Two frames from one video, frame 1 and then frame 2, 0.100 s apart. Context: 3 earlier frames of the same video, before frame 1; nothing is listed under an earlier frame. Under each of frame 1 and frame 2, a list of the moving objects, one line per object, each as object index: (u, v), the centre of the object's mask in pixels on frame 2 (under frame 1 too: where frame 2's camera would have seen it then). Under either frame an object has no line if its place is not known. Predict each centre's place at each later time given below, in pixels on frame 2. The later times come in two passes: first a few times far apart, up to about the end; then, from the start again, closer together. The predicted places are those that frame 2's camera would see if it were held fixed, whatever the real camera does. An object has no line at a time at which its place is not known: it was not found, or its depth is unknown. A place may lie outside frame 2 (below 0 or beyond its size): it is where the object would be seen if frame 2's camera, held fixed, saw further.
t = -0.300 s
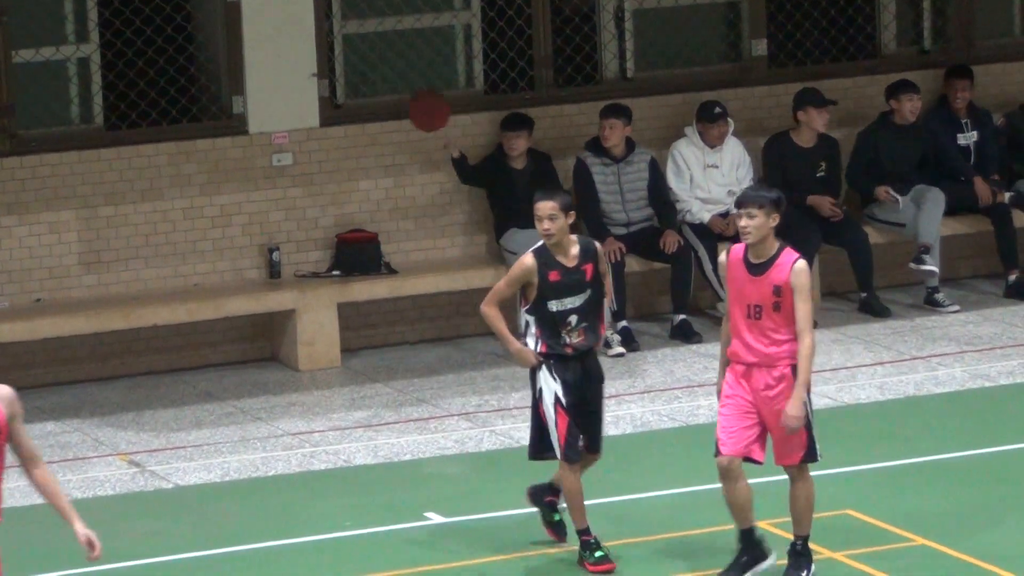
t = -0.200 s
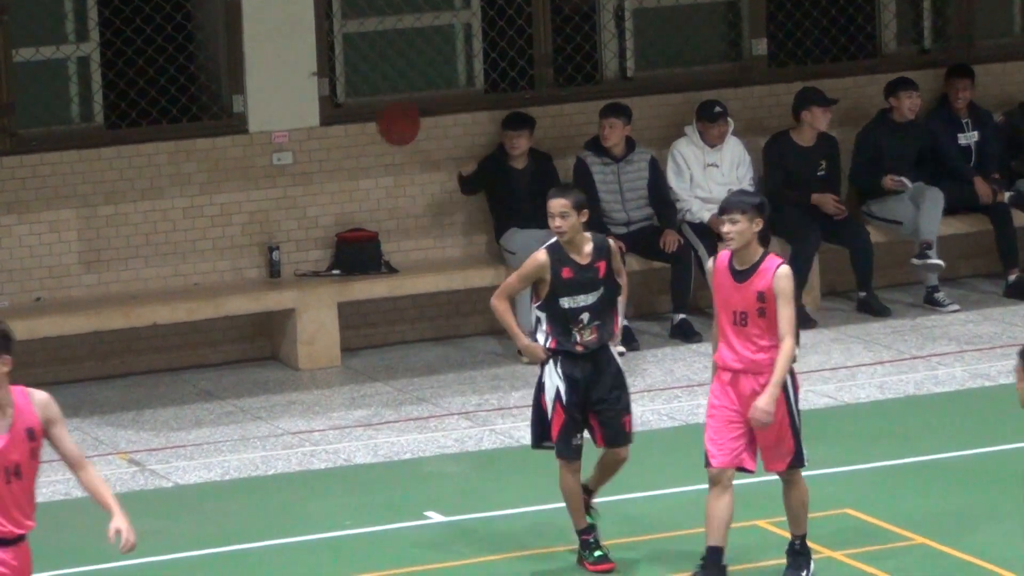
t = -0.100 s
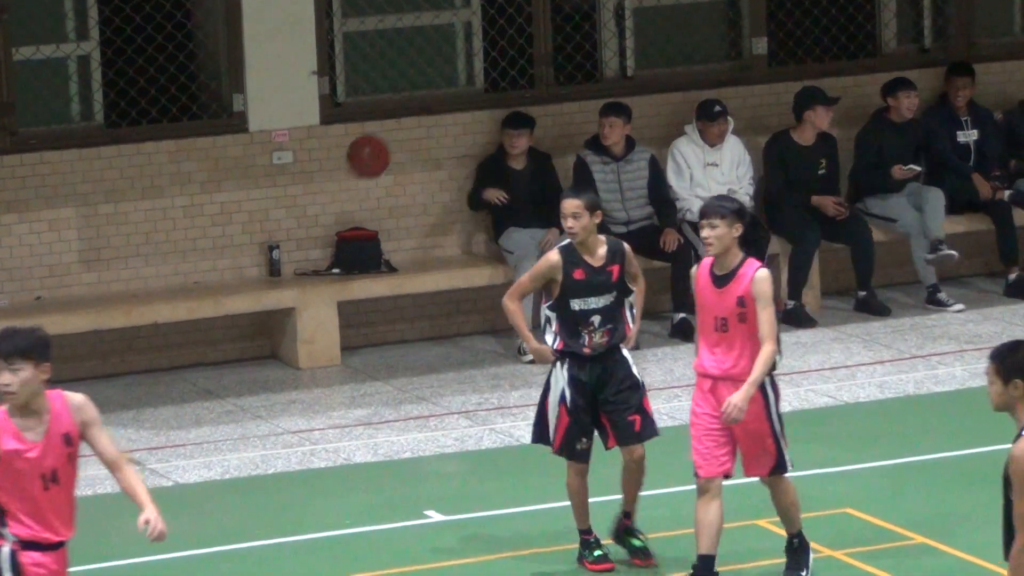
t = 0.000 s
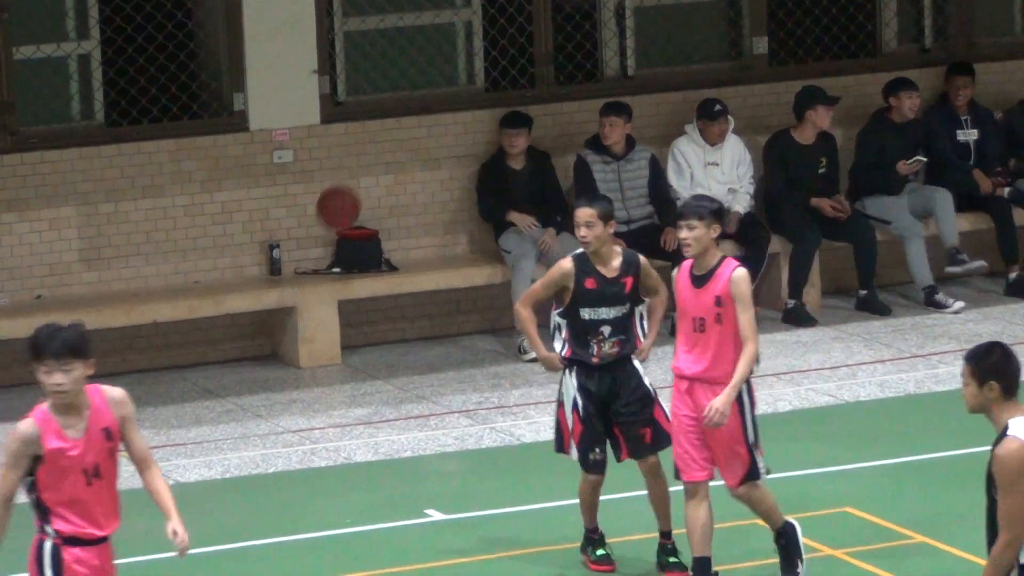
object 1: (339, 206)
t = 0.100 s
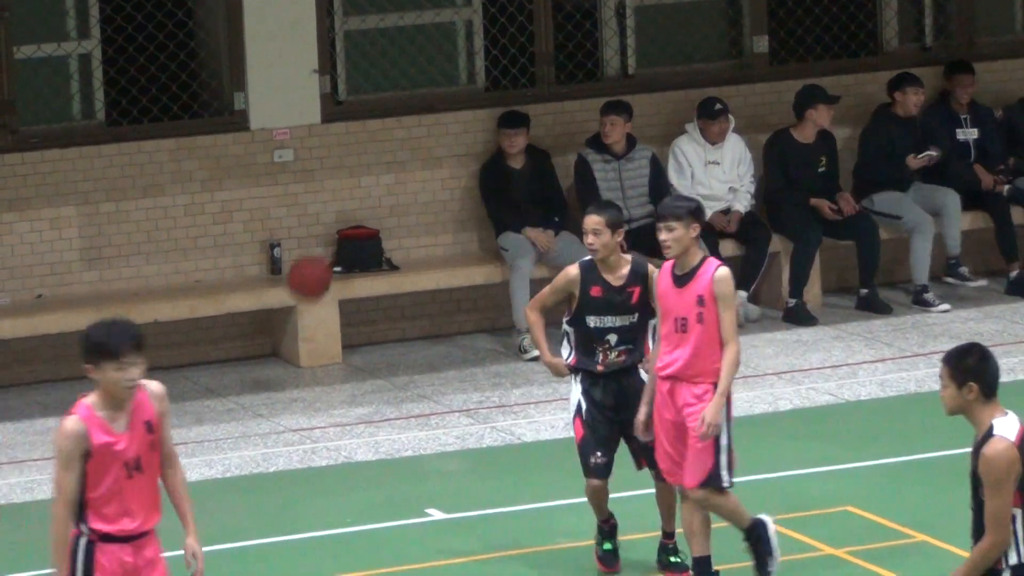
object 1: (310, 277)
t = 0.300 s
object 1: (266, 351)
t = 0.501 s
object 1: (218, 268)
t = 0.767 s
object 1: (172, 256)
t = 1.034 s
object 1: (133, 381)
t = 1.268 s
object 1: (93, 377)
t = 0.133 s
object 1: (299, 308)
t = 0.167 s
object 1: (289, 334)
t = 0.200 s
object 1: (280, 370)
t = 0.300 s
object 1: (266, 351)
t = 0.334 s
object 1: (250, 336)
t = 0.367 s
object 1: (244, 322)
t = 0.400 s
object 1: (237, 306)
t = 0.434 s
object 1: (231, 291)
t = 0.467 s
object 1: (224, 278)
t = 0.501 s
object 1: (218, 268)
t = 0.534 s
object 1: (212, 260)
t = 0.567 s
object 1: (206, 253)
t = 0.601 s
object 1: (200, 248)
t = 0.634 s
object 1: (195, 246)
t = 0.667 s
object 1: (189, 245)
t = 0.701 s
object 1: (184, 247)
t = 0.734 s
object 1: (178, 251)
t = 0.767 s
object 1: (172, 256)
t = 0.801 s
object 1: (168, 264)
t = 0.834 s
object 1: (162, 275)
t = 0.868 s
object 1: (157, 287)
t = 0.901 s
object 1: (152, 301)
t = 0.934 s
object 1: (147, 317)
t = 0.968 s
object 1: (143, 336)
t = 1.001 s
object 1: (138, 357)
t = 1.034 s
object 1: (133, 381)
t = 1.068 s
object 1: (129, 405)
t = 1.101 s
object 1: (124, 435)
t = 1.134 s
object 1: (119, 443)
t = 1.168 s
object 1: (113, 424)
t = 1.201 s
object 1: (106, 405)
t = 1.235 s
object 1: (100, 390)
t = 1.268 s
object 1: (93, 377)
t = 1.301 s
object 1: (87, 365)
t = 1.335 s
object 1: (81, 357)
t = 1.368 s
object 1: (75, 348)
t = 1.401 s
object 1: (68, 344)
